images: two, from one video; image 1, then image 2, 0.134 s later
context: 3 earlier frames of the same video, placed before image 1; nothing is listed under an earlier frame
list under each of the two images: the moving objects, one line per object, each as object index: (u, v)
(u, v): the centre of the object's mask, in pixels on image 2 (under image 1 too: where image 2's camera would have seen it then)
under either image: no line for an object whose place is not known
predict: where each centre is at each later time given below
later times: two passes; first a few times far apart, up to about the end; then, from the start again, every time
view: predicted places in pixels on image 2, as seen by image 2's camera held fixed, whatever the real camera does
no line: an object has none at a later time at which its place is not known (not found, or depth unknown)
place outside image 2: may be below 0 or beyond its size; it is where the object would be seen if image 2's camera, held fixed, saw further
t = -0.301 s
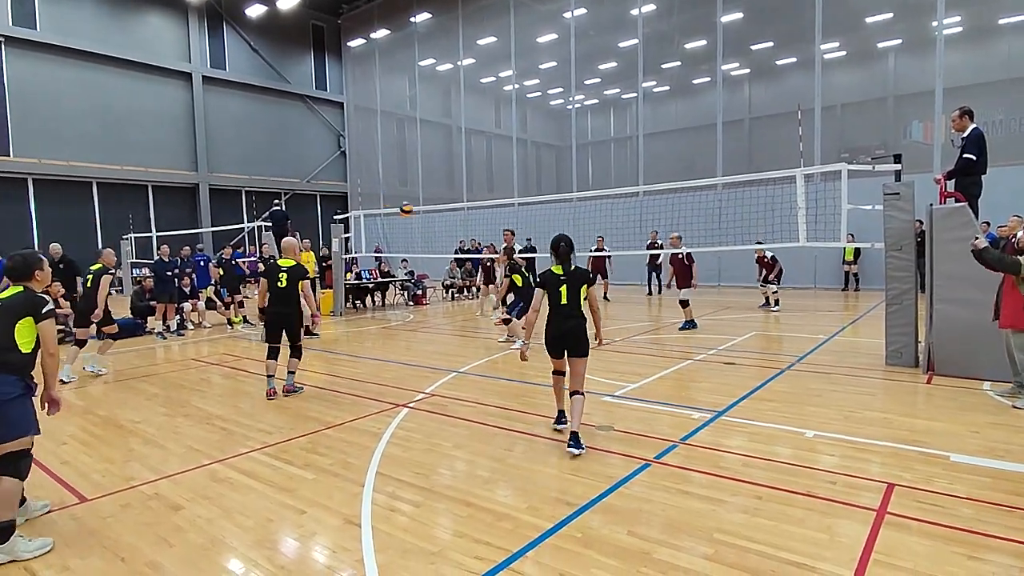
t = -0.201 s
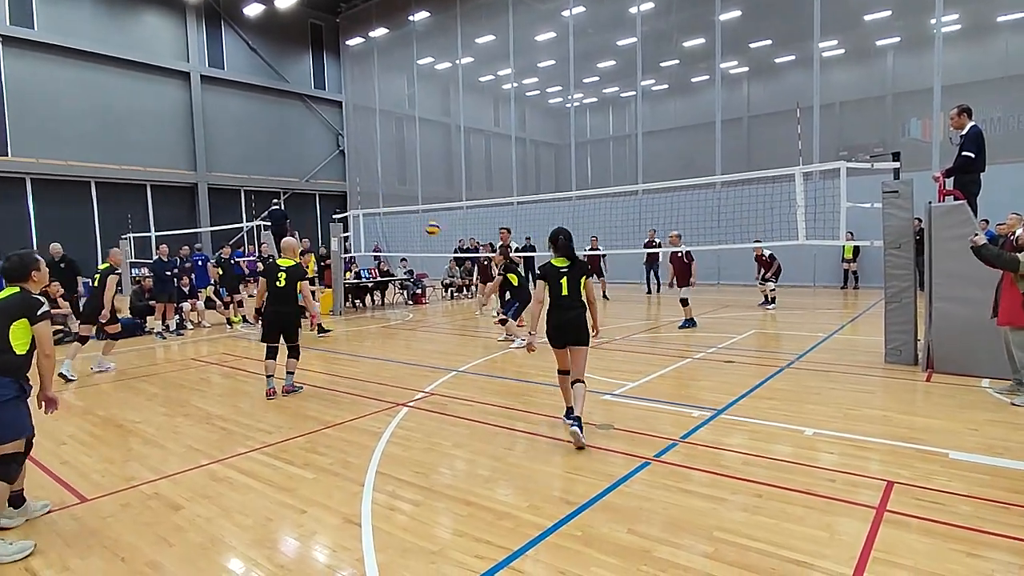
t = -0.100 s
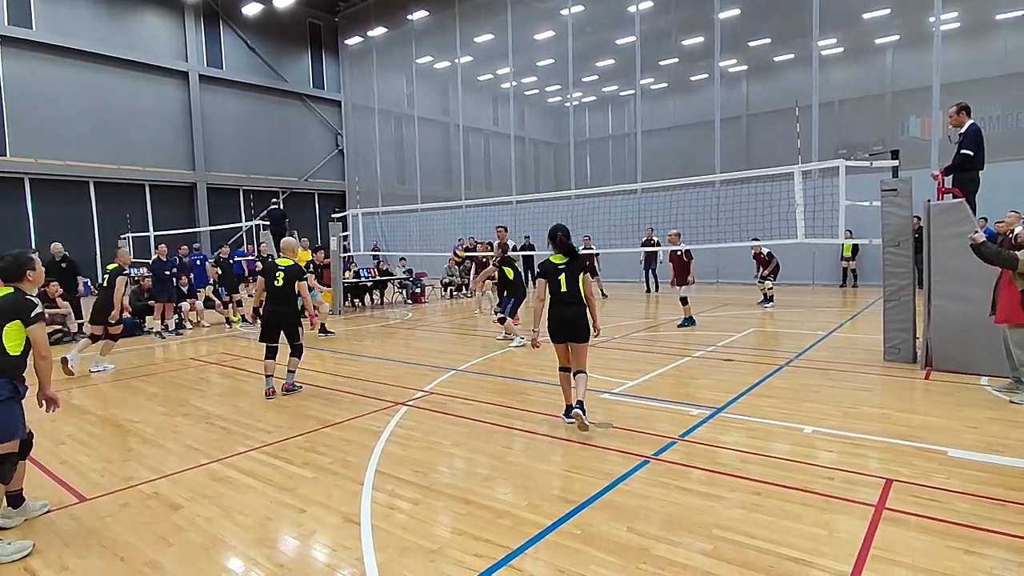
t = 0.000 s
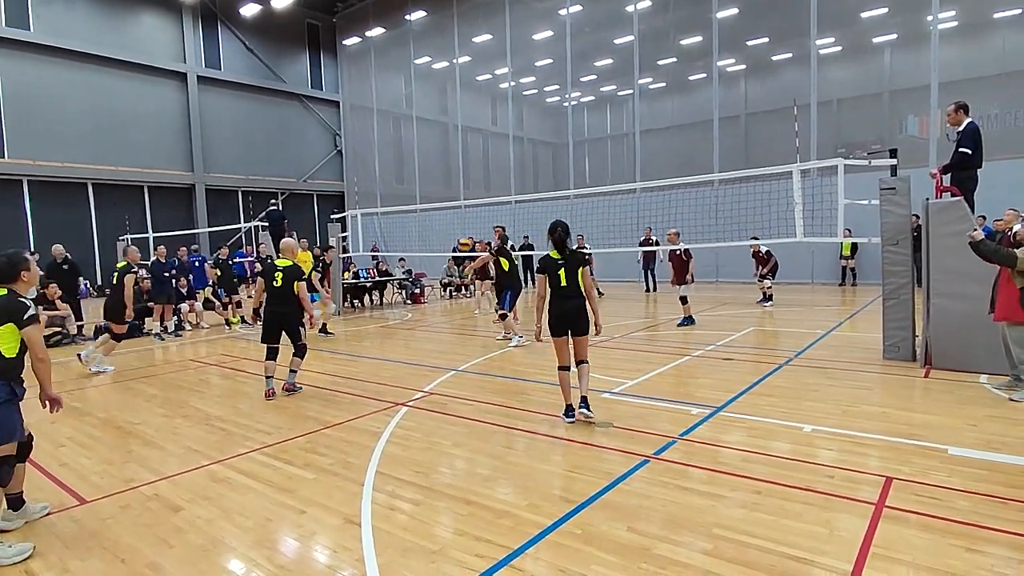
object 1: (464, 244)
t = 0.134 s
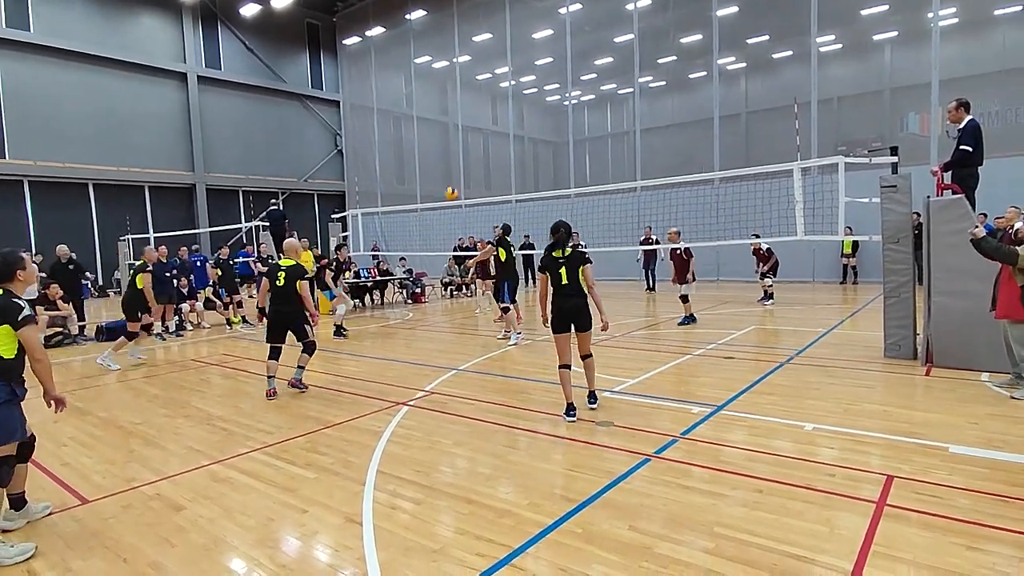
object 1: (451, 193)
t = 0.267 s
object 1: (438, 158)
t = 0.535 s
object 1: (415, 122)
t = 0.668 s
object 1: (406, 124)
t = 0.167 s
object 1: (448, 183)
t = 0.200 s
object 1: (445, 174)
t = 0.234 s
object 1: (442, 165)
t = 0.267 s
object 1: (438, 158)
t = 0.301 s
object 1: (436, 151)
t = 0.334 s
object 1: (433, 145)
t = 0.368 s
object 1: (430, 140)
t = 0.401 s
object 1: (428, 136)
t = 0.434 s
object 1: (425, 131)
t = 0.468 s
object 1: (421, 127)
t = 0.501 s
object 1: (417, 123)
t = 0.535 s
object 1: (415, 122)
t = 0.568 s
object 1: (412, 121)
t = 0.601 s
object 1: (410, 121)
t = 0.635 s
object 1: (408, 122)
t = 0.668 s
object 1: (406, 124)
